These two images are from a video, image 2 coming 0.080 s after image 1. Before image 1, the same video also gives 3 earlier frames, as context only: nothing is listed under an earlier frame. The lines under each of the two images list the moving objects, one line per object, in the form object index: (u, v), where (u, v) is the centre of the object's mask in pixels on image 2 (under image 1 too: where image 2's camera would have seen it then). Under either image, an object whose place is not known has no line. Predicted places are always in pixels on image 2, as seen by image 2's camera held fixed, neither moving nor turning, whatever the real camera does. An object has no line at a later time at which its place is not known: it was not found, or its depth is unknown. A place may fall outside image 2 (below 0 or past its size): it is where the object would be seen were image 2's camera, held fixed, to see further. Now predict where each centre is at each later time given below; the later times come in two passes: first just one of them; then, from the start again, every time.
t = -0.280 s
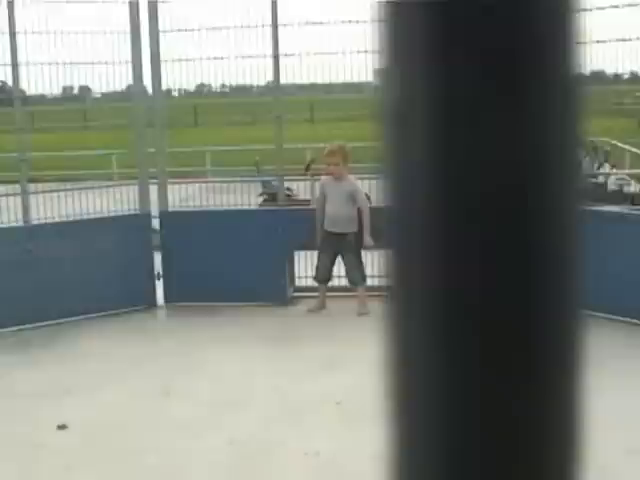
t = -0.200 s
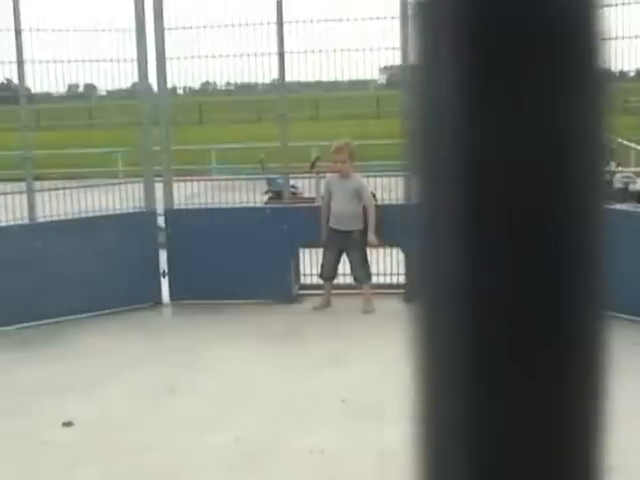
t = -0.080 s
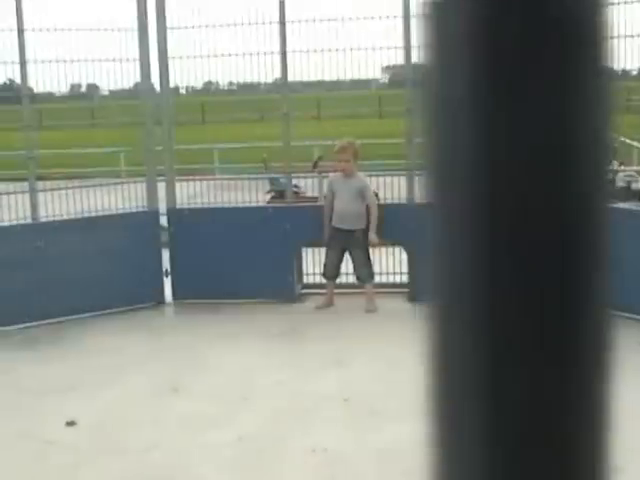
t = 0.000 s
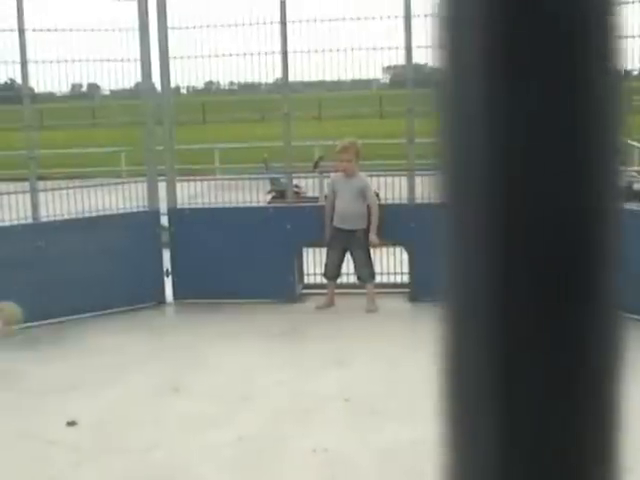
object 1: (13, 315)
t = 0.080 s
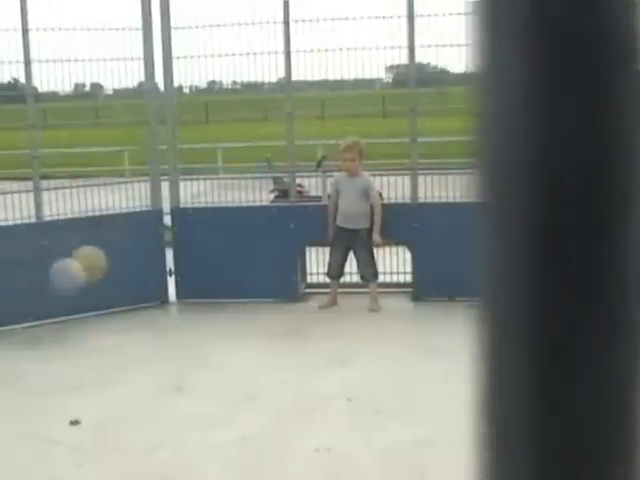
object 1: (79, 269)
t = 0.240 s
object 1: (257, 188)
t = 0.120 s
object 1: (120, 246)
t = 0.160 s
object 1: (162, 227)
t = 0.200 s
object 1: (208, 207)
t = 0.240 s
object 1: (257, 188)
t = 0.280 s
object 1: (301, 175)
